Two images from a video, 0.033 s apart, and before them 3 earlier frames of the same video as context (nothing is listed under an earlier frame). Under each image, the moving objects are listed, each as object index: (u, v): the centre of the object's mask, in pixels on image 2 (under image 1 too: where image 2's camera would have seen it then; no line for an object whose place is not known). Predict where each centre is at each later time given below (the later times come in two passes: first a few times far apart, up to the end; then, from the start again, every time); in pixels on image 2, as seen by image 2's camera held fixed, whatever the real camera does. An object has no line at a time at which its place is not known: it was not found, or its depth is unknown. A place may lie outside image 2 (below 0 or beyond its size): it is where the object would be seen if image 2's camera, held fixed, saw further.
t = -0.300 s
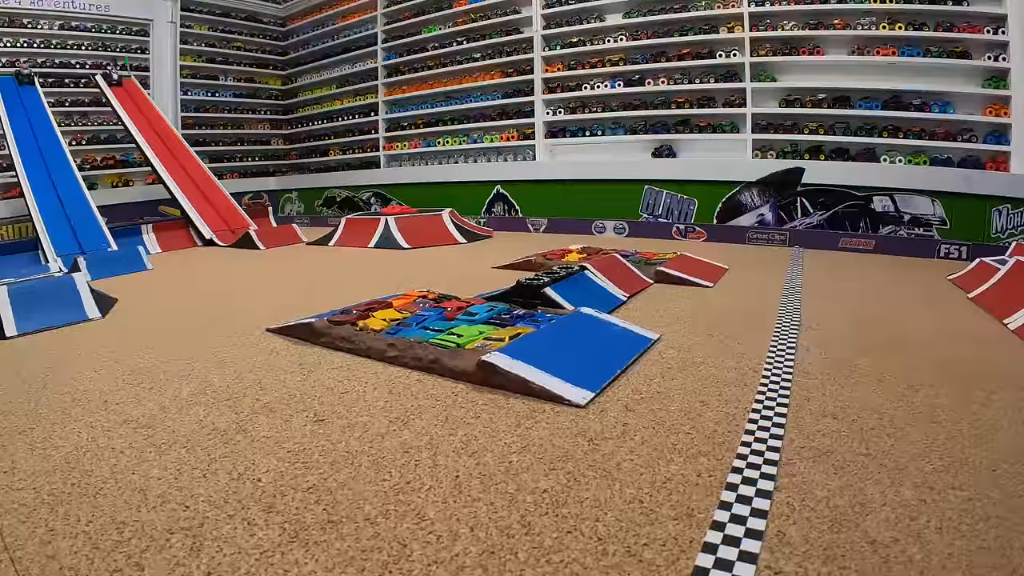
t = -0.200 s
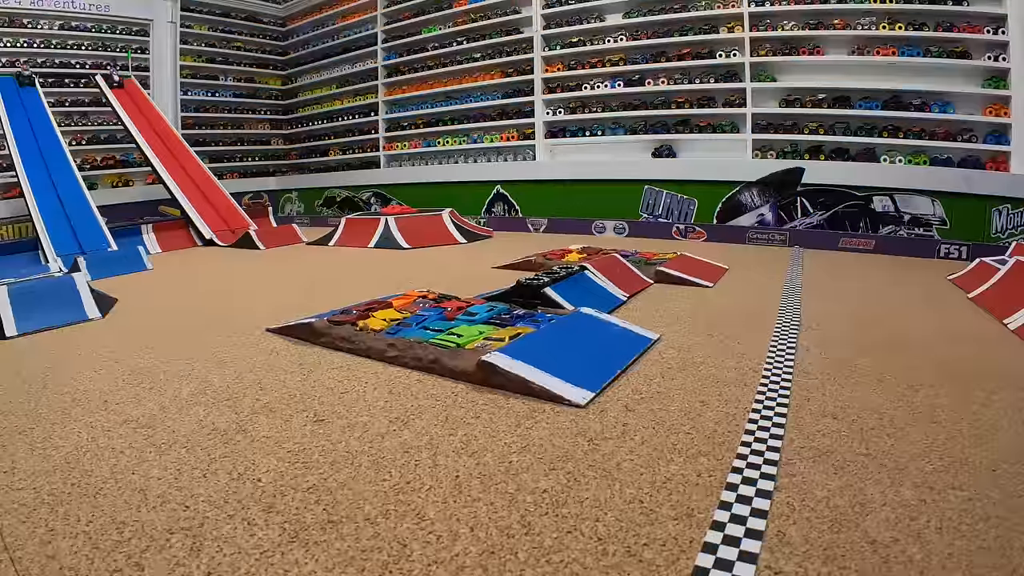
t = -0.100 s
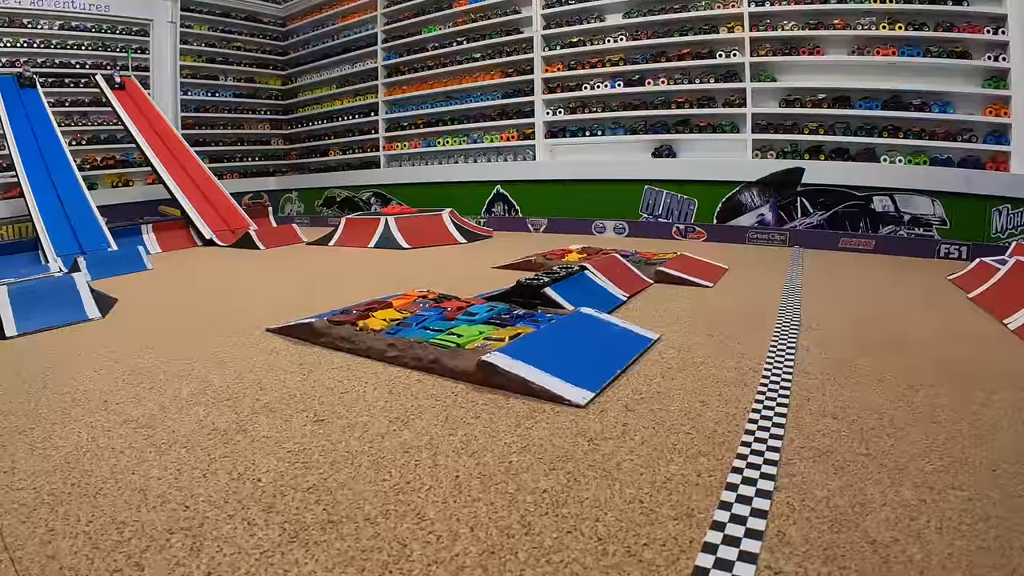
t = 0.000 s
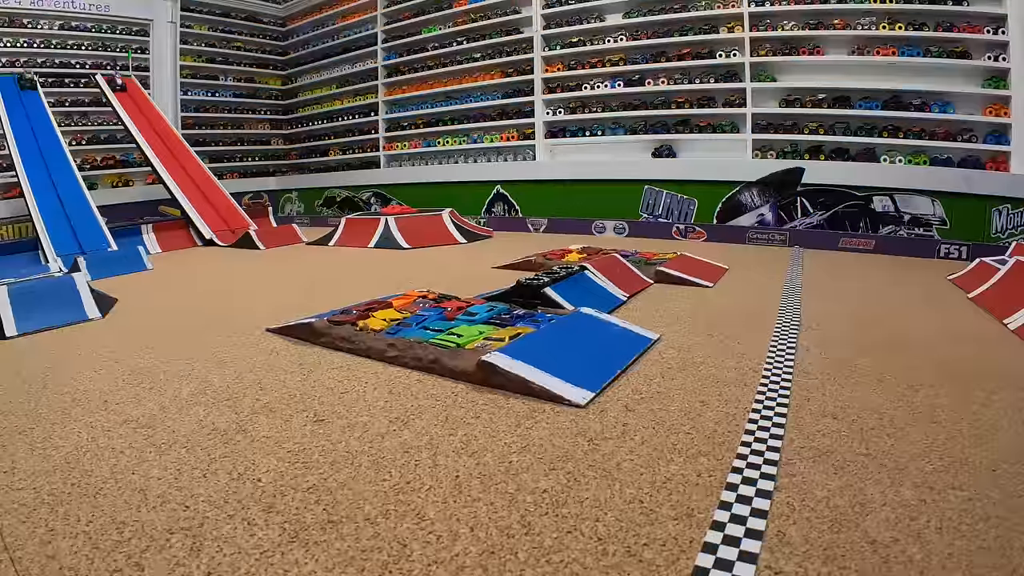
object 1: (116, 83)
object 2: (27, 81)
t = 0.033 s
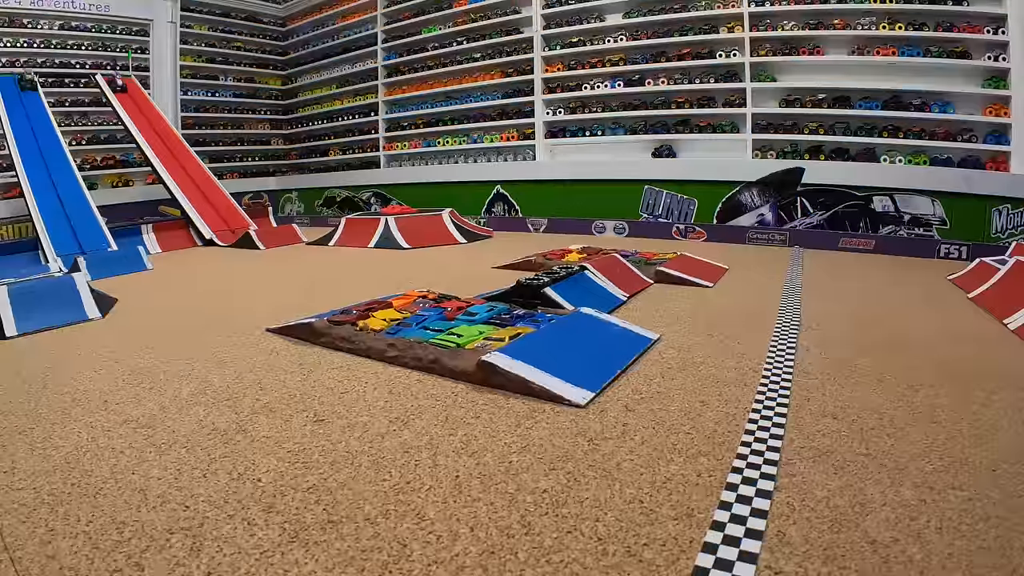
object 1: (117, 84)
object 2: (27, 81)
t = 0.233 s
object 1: (120, 90)
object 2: (30, 86)
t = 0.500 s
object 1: (127, 98)
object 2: (33, 95)
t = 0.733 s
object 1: (133, 108)
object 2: (37, 105)
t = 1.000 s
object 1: (143, 121)
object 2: (43, 119)
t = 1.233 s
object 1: (154, 137)
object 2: (48, 134)
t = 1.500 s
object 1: (170, 159)
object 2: (57, 155)
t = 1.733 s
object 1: (187, 182)
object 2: (67, 177)
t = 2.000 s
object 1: (213, 215)
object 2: (82, 210)
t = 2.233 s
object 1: (241, 227)
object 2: (98, 240)
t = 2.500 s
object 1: (278, 200)
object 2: (127, 237)
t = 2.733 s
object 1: (308, 185)
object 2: (157, 217)
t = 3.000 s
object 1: (354, 181)
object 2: (202, 209)
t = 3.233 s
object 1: (403, 197)
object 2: (250, 220)
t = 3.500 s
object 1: (471, 234)
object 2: (315, 252)
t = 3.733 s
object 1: (533, 233)
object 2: (375, 257)
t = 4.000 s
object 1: (604, 219)
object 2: (451, 256)
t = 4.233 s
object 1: (674, 224)
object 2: (501, 247)
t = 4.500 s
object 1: (773, 255)
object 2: (546, 238)
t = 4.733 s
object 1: (850, 253)
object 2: (581, 236)
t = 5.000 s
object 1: (935, 267)
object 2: (594, 230)
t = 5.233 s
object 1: (989, 273)
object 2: (599, 234)
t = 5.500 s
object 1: (1007, 254)
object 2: (601, 238)
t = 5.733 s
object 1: (1012, 253)
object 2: (595, 240)
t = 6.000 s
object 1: (1009, 264)
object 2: (587, 241)
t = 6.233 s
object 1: (999, 283)
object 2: (587, 241)
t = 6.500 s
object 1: (983, 290)
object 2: (588, 241)
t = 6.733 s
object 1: (973, 294)
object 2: (588, 241)
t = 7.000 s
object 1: (968, 299)
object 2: (588, 241)
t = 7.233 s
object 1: (962, 302)
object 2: (588, 241)
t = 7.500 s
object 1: (955, 304)
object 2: (588, 241)
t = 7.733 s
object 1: (948, 307)
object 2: (588, 241)
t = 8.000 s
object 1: (941, 309)
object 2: (588, 241)
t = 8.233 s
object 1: (934, 311)
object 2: (588, 241)
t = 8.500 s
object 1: (926, 314)
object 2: (588, 241)
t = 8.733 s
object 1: (918, 316)
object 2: (588, 241)
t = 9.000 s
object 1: (910, 318)
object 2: (588, 241)
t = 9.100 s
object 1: (906, 319)
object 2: (588, 241)
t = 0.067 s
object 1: (117, 84)
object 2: (28, 82)
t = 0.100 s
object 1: (118, 85)
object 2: (28, 83)
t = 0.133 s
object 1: (118, 86)
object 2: (29, 84)
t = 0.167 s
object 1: (119, 87)
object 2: (29, 85)
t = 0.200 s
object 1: (120, 89)
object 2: (29, 86)
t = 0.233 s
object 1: (120, 90)
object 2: (30, 86)
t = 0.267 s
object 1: (121, 91)
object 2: (30, 88)
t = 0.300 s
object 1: (121, 91)
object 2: (30, 89)
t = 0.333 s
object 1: (122, 93)
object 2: (30, 90)
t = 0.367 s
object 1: (123, 94)
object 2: (31, 90)
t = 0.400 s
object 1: (124, 94)
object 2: (31, 91)
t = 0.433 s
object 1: (125, 96)
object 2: (32, 93)
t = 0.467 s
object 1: (126, 96)
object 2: (32, 94)
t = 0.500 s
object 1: (127, 98)
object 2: (33, 95)
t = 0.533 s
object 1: (128, 99)
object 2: (33, 96)
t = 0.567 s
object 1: (129, 100)
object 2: (34, 97)
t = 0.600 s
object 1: (130, 101)
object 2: (35, 99)
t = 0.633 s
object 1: (130, 103)
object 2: (35, 101)
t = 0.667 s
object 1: (131, 104)
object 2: (36, 102)
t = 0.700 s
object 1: (132, 106)
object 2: (37, 103)
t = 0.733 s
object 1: (133, 108)
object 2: (37, 105)
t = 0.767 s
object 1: (134, 109)
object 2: (38, 107)
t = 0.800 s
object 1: (136, 111)
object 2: (38, 108)
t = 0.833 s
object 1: (137, 113)
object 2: (39, 110)
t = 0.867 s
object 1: (138, 114)
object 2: (40, 111)
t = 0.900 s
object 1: (140, 115)
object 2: (40, 113)
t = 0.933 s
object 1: (140, 117)
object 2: (41, 115)
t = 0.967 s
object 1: (142, 119)
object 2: (42, 117)
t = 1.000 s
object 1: (143, 121)
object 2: (43, 119)
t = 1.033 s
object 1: (144, 123)
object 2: (43, 120)
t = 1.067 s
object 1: (146, 125)
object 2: (44, 122)
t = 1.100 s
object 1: (147, 128)
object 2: (44, 124)
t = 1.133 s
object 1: (149, 130)
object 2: (45, 126)
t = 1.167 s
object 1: (151, 132)
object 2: (46, 129)
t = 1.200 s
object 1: (152, 134)
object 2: (47, 131)
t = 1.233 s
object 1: (154, 137)
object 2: (48, 134)
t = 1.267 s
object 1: (156, 139)
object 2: (49, 136)
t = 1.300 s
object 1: (158, 142)
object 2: (50, 138)
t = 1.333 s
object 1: (160, 144)
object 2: (51, 141)
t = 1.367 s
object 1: (161, 147)
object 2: (53, 143)
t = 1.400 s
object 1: (163, 149)
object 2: (54, 146)
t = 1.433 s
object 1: (165, 152)
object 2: (55, 149)
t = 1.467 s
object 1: (168, 155)
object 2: (56, 152)
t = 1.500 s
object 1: (170, 159)
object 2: (57, 155)
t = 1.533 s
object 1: (172, 162)
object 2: (59, 158)
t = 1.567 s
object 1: (174, 165)
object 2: (60, 161)
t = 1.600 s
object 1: (177, 168)
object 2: (62, 164)
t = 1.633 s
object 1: (179, 171)
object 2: (63, 167)
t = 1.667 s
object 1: (182, 175)
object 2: (64, 171)
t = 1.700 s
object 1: (184, 178)
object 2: (66, 174)
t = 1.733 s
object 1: (187, 182)
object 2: (67, 177)
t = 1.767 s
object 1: (190, 185)
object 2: (69, 181)
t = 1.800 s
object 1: (193, 190)
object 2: (70, 185)
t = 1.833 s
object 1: (196, 193)
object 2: (72, 189)
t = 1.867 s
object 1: (199, 197)
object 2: (74, 192)
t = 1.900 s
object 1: (203, 201)
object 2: (76, 197)
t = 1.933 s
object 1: (207, 207)
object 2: (78, 201)
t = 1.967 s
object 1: (209, 210)
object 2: (80, 205)
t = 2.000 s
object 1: (213, 215)
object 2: (82, 210)
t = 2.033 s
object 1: (217, 221)
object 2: (85, 214)
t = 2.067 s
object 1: (221, 226)
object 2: (87, 219)
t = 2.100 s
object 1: (223, 229)
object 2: (89, 224)
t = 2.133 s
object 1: (227, 230)
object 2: (92, 230)
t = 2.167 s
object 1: (231, 230)
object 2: (94, 235)
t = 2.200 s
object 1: (236, 230)
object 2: (96, 237)
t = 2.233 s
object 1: (241, 227)
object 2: (98, 240)
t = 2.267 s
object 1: (247, 224)
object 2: (99, 242)
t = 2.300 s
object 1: (253, 220)
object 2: (101, 243)
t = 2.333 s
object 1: (257, 217)
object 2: (105, 244)
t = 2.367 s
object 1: (258, 215)
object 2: (111, 243)
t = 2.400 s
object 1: (261, 212)
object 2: (116, 243)
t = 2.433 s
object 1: (269, 208)
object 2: (120, 241)
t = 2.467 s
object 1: (272, 204)
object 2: (123, 239)
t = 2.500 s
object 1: (278, 200)
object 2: (127, 237)
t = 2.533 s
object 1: (280, 199)
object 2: (131, 233)
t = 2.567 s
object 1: (280, 197)
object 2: (135, 231)
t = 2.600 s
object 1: (289, 193)
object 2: (139, 228)
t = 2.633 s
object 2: (144, 225)
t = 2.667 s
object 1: (299, 188)
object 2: (148, 222)
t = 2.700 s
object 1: (303, 186)
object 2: (153, 219)
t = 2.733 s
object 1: (308, 185)
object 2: (157, 217)
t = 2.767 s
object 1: (313, 183)
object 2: (163, 215)
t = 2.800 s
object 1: (319, 182)
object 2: (168, 214)
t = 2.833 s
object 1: (325, 181)
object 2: (174, 212)
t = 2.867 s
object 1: (331, 181)
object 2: (177, 211)
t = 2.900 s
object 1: (337, 180)
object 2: (184, 210)
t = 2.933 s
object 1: (342, 181)
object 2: (189, 210)
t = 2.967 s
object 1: (348, 181)
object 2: (196, 209)
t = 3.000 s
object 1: (354, 181)
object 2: (202, 209)
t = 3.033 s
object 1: (360, 183)
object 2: (207, 209)
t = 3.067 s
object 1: (369, 186)
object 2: (214, 209)
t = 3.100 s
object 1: (374, 187)
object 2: (221, 211)
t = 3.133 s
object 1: (381, 189)
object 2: (227, 212)
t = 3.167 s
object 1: (388, 192)
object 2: (234, 216)
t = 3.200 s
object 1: (395, 195)
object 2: (242, 217)
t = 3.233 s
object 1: (403, 197)
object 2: (250, 220)
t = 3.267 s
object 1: (413, 201)
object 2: (257, 223)
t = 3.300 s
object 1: (420, 205)
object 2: (265, 227)
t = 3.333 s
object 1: (427, 209)
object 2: (273, 232)
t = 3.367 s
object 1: (435, 214)
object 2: (282, 237)
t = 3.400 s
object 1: (444, 220)
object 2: (291, 243)
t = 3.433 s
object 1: (453, 228)
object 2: (300, 249)
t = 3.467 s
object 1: (462, 234)
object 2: (309, 254)
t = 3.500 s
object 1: (471, 234)
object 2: (315, 252)
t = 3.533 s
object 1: (479, 232)
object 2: (323, 252)
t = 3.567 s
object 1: (487, 231)
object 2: (331, 252)
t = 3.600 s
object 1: (496, 231)
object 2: (338, 253)
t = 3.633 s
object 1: (505, 230)
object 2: (347, 253)
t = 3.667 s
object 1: (514, 230)
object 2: (356, 253)
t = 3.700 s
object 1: (522, 231)
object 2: (366, 255)
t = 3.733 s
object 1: (533, 233)
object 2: (375, 257)
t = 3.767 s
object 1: (542, 234)
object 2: (385, 257)
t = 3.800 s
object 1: (550, 231)
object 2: (394, 258)
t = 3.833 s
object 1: (558, 228)
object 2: (403, 259)
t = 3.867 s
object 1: (566, 225)
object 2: (412, 257)
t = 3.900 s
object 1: (575, 223)
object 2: (421, 256)
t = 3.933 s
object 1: (584, 221)
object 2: (430, 255)
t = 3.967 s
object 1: (594, 220)
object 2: (440, 256)
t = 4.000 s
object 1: (604, 219)
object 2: (451, 256)
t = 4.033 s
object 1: (614, 220)
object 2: (458, 253)
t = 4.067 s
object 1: (624, 220)
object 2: (466, 250)
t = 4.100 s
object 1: (633, 220)
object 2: (473, 248)
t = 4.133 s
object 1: (642, 222)
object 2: (480, 247)
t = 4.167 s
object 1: (653, 224)
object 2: (487, 246)
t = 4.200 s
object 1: (662, 224)
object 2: (494, 246)
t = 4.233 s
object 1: (674, 224)
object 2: (501, 247)
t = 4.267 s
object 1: (684, 227)
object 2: (506, 247)
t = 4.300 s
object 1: (696, 230)
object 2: (513, 247)
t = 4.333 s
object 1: (709, 235)
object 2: (520, 245)
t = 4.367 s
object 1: (721, 239)
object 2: (525, 243)
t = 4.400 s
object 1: (734, 243)
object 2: (530, 240)
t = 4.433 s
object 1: (746, 246)
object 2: (536, 240)
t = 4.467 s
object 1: (761, 256)
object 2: (542, 239)
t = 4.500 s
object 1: (773, 255)
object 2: (546, 238)
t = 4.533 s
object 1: (786, 255)
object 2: (551, 237)
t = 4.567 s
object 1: (797, 253)
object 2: (557, 236)
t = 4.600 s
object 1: (808, 252)
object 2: (561, 236)
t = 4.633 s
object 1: (820, 247)
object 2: (566, 235)
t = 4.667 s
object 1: (829, 254)
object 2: (571, 235)
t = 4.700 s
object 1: (839, 252)
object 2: (577, 236)
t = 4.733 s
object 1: (850, 253)
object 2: (581, 236)
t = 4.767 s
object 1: (859, 251)
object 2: (583, 235)
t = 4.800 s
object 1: (871, 253)
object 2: (585, 234)
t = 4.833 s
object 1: (881, 257)
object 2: (587, 233)
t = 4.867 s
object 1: (891, 260)
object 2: (588, 232)
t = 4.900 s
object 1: (900, 261)
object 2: (590, 232)
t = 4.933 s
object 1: (912, 261)
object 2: (592, 232)
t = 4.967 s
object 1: (923, 263)
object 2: (593, 231)
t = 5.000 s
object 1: (935, 267)
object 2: (594, 230)
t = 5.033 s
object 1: (945, 269)
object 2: (595, 230)
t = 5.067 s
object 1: (955, 272)
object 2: (596, 230)
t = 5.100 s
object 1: (966, 275)
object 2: (597, 230)
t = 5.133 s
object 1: (976, 278)
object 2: (598, 231)
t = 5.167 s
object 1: (984, 278)
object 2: (598, 231)
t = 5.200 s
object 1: (987, 278)
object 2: (599, 233)
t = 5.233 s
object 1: (989, 273)
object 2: (599, 234)
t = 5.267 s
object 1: (991, 268)
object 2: (600, 235)
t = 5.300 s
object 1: (993, 265)
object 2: (600, 237)
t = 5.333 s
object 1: (995, 262)
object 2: (600, 237)
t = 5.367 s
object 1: (997, 260)
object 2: (601, 237)
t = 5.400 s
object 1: (1001, 260)
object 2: (601, 237)
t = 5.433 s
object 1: (1003, 256)
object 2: (601, 238)
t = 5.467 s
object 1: (1005, 255)
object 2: (601, 237)
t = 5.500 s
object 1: (1007, 254)
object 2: (601, 238)
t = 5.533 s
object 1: (1009, 257)
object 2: (600, 237)
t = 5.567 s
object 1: (1011, 258)
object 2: (600, 238)
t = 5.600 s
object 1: (1011, 254)
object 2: (599, 238)
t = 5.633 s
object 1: (1011, 252)
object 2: (598, 238)
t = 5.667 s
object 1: (1012, 252)
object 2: (597, 238)
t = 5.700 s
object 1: (1012, 253)
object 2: (596, 239)
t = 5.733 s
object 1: (1012, 253)
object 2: (595, 240)
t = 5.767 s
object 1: (1012, 254)
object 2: (594, 241)
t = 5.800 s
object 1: (1012, 255)
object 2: (593, 241)
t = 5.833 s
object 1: (1012, 256)
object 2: (592, 241)
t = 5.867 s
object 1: (1012, 257)
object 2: (591, 241)
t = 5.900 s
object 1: (1011, 257)
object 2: (590, 241)
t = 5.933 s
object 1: (1011, 260)
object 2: (589, 241)
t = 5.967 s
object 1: (1010, 262)
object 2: (588, 241)
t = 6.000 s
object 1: (1009, 264)
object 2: (587, 241)
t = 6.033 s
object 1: (1008, 266)
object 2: (587, 241)
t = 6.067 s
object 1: (1006, 267)
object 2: (587, 241)
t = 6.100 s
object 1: (1005, 270)
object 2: (586, 241)
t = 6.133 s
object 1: (1004, 274)
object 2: (586, 241)
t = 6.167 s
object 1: (1003, 277)
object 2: (586, 241)
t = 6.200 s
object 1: (1001, 279)
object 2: (586, 241)
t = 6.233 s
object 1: (999, 283)
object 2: (587, 241)
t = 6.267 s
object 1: (997, 284)
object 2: (587, 241)
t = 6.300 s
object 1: (996, 284)
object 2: (587, 241)
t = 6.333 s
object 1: (994, 284)
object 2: (587, 241)
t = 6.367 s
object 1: (991, 284)
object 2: (587, 241)
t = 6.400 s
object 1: (989, 286)
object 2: (588, 241)
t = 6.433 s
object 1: (987, 287)
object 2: (588, 241)
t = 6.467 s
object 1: (985, 289)
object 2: (588, 241)
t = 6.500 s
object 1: (983, 290)
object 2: (588, 241)
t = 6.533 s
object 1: (981, 290)
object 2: (588, 241)
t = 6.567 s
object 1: (980, 290)
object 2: (588, 241)
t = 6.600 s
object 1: (978, 291)
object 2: (588, 241)
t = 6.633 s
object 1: (978, 292)
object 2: (588, 241)
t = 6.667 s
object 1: (976, 293)
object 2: (588, 241)
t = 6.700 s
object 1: (975, 294)
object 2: (588, 241)
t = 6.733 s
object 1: (973, 294)
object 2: (588, 241)
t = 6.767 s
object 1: (973, 296)
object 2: (588, 241)
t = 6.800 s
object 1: (972, 296)
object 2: (588, 241)
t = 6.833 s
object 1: (971, 297)
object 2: (588, 241)
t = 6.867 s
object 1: (971, 297)
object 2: (588, 241)
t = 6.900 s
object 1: (970, 298)
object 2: (588, 241)
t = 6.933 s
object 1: (969, 298)
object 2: (588, 241)
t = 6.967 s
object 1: (969, 299)
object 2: (588, 241)
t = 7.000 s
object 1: (968, 299)
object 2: (588, 241)
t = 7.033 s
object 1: (967, 300)
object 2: (588, 241)
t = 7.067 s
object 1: (967, 300)
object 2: (588, 241)
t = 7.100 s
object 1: (966, 300)
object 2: (588, 241)
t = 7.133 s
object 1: (965, 301)
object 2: (588, 241)
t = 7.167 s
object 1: (964, 301)
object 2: (588, 241)
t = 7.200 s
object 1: (963, 302)
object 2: (588, 241)
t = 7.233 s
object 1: (962, 302)
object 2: (588, 241)
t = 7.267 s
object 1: (962, 302)
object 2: (588, 241)
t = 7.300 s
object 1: (961, 302)
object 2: (588, 241)
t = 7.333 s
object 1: (960, 303)
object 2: (588, 241)
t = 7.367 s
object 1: (959, 303)
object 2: (588, 241)
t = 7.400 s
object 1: (958, 303)
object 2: (588, 241)
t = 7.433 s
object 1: (957, 303)
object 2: (588, 241)
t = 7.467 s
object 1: (956, 304)
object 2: (588, 241)
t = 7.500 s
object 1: (955, 304)
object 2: (588, 241)
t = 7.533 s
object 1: (954, 305)
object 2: (588, 241)
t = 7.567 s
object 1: (953, 305)
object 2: (588, 241)
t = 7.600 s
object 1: (952, 305)
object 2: (588, 241)
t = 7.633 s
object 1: (951, 306)
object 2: (588, 241)
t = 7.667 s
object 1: (950, 306)
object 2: (588, 241)
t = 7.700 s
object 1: (949, 306)
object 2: (588, 241)
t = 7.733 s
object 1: (948, 307)
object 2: (588, 241)
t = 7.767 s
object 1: (947, 307)
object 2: (588, 241)
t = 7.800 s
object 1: (947, 307)
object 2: (588, 241)
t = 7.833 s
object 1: (946, 308)
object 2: (588, 241)
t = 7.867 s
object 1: (945, 308)
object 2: (588, 241)
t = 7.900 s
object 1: (944, 308)
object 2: (588, 241)
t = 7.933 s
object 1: (943, 309)
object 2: (588, 241)
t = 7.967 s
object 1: (942, 309)
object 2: (588, 241)
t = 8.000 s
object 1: (941, 309)
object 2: (588, 241)
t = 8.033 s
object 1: (940, 309)
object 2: (588, 241)
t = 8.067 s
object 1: (939, 310)
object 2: (588, 241)
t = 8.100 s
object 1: (938, 310)
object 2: (588, 241)
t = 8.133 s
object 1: (937, 310)
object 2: (588, 241)
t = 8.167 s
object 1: (936, 311)
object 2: (588, 241)
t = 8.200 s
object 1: (935, 311)
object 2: (588, 241)
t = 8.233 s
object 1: (934, 311)
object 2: (588, 241)
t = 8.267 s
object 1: (933, 312)
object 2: (588, 241)
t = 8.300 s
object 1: (932, 312)
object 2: (588, 241)
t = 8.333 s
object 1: (931, 312)
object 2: (588, 241)
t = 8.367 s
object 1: (930, 313)
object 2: (588, 241)
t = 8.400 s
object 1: (929, 313)
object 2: (588, 241)
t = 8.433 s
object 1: (928, 313)
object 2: (588, 241)
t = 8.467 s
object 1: (927, 314)
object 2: (588, 241)
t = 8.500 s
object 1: (926, 314)
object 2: (588, 241)
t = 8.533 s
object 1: (925, 314)
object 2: (588, 241)
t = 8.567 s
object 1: (923, 315)
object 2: (588, 241)
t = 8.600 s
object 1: (922, 315)
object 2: (588, 241)
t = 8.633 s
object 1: (921, 315)
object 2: (588, 241)
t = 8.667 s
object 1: (920, 315)
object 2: (588, 241)
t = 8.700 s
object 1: (919, 316)
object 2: (588, 241)
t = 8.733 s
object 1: (918, 316)
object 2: (588, 241)
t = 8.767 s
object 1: (917, 316)
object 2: (588, 241)
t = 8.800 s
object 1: (916, 316)
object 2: (588, 241)
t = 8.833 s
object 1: (915, 317)
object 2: (588, 241)
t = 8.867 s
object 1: (914, 317)
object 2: (588, 241)
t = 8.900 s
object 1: (913, 317)
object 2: (588, 241)
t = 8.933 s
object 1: (912, 318)
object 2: (588, 241)
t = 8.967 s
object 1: (911, 318)
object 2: (588, 241)
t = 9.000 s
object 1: (910, 318)
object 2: (588, 241)
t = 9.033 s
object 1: (908, 319)
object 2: (588, 241)
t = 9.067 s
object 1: (907, 319)
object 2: (588, 241)
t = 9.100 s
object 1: (906, 319)
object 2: (588, 241)
